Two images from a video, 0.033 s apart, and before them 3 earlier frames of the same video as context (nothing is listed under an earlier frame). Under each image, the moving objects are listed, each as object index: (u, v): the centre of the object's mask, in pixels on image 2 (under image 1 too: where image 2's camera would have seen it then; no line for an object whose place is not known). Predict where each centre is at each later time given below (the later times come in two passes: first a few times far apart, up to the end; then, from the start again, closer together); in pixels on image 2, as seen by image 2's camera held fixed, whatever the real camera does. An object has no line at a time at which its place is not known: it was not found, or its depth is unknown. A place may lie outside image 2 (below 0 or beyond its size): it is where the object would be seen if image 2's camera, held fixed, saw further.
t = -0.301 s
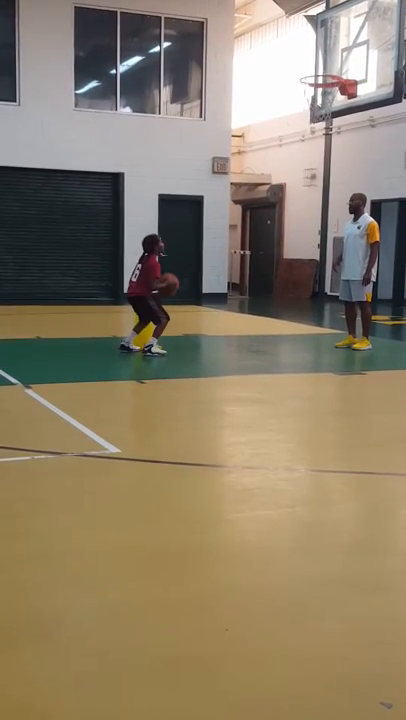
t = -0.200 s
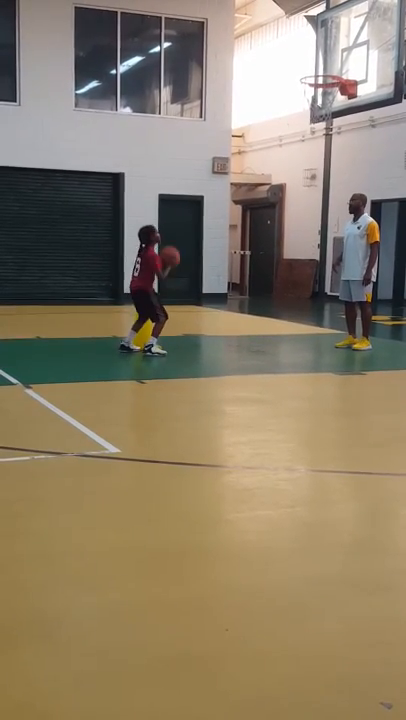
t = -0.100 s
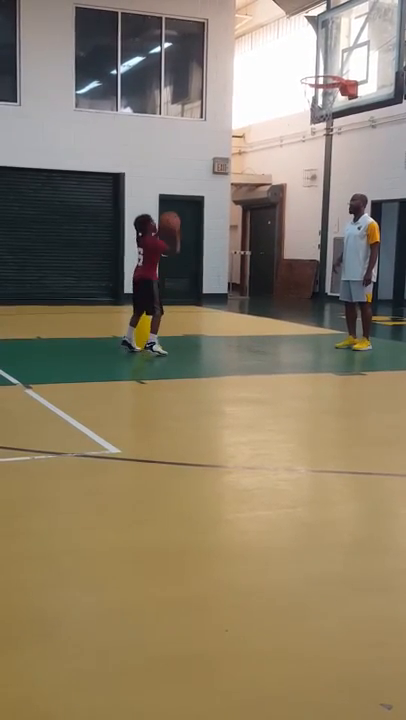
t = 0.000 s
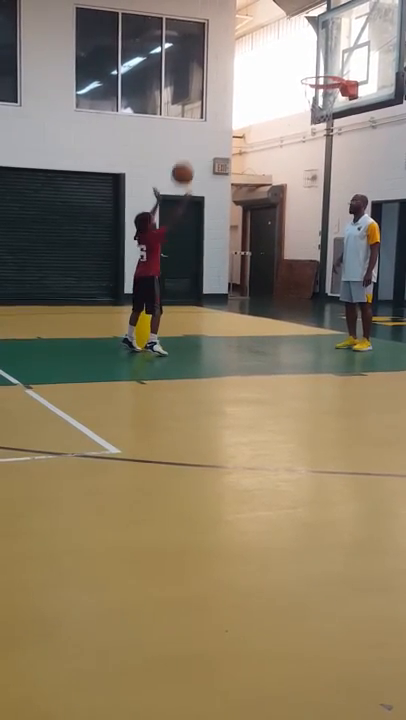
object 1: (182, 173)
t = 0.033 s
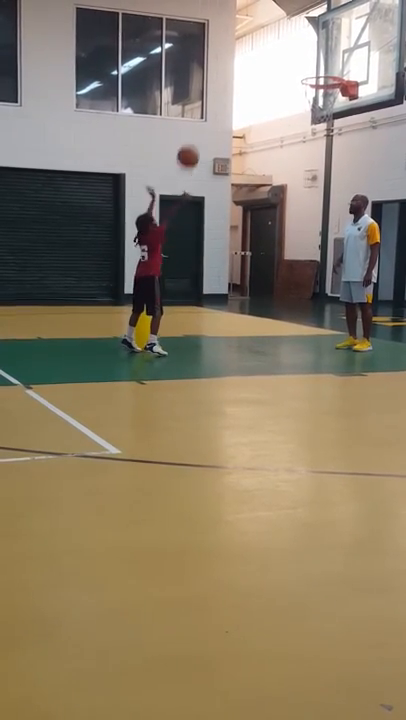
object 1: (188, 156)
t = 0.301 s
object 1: (231, 59)
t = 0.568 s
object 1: (273, 29)
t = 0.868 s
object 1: (314, 74)
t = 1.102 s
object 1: (335, 138)
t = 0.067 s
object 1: (193, 141)
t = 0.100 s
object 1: (198, 126)
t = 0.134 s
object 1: (204, 112)
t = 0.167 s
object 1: (211, 100)
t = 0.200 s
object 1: (215, 87)
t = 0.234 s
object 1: (220, 77)
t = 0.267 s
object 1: (226, 67)
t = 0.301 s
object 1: (231, 59)
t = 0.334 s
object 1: (236, 51)
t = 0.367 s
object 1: (243, 45)
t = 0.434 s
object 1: (253, 35)
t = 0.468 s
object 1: (258, 32)
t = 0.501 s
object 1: (263, 30)
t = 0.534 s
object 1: (268, 29)
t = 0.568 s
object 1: (273, 29)
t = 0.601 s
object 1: (278, 29)
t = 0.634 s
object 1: (282, 31)
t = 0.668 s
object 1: (287, 34)
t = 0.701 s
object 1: (292, 38)
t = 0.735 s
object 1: (296, 44)
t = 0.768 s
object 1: (301, 50)
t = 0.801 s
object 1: (305, 57)
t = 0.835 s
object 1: (310, 65)
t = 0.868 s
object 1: (314, 74)
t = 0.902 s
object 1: (317, 84)
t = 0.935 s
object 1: (323, 96)
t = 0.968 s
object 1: (326, 104)
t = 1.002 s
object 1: (330, 114)
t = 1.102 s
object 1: (335, 138)
